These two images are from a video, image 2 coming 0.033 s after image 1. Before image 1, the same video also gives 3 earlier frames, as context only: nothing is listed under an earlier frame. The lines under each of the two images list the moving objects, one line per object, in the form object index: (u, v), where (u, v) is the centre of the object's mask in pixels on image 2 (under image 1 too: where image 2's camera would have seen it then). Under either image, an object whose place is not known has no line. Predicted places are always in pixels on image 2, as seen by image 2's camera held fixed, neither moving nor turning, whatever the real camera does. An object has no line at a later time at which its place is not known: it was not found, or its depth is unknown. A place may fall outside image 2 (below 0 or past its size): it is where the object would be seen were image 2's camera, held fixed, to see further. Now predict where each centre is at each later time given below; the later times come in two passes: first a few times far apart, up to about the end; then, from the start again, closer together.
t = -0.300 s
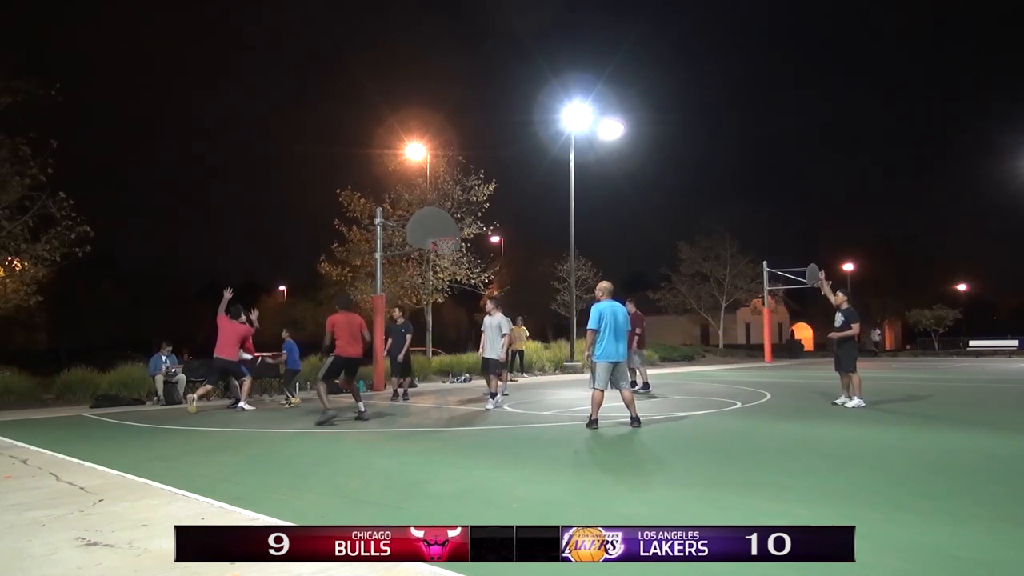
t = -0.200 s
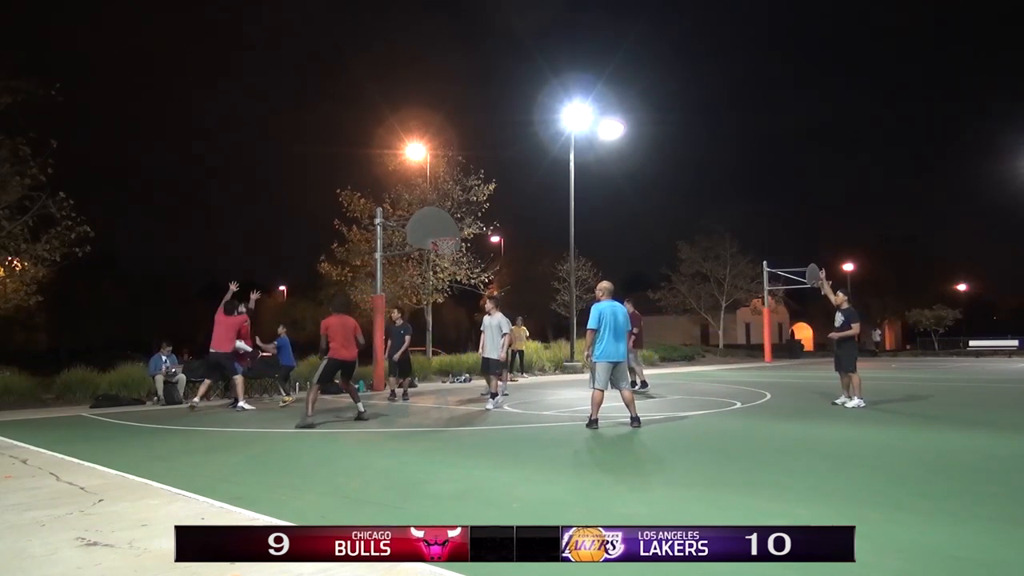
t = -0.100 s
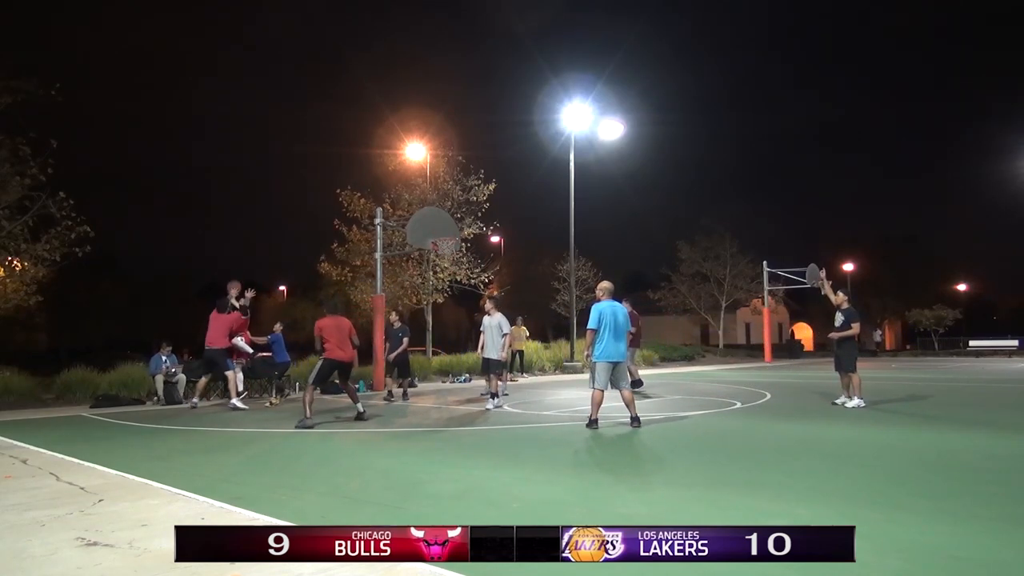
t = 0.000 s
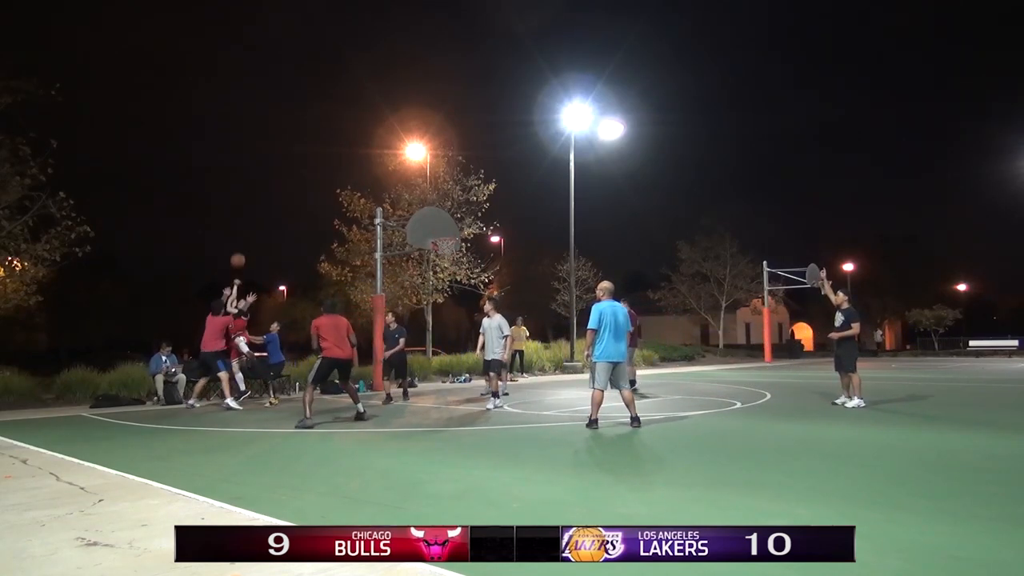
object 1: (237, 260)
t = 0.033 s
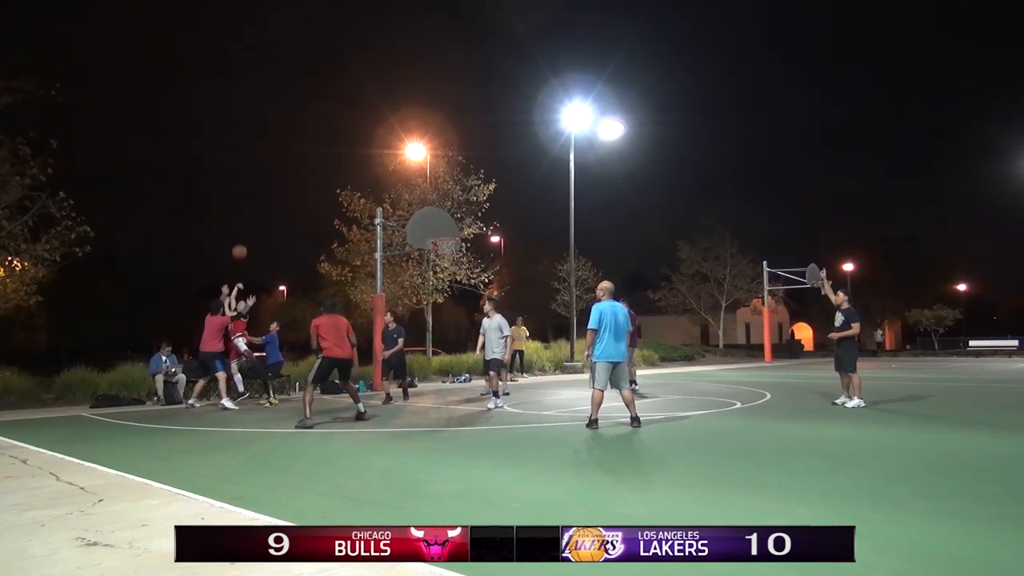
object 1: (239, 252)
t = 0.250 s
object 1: (251, 209)
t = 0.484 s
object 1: (264, 190)
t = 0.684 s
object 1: (278, 199)
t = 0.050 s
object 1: (240, 248)
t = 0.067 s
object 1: (241, 244)
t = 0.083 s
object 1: (242, 240)
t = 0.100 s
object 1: (243, 236)
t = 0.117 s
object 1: (243, 233)
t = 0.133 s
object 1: (244, 229)
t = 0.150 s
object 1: (245, 226)
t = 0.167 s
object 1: (246, 223)
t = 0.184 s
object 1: (247, 220)
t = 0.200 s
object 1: (248, 217)
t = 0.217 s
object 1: (248, 214)
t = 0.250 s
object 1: (251, 209)
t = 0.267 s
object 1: (252, 207)
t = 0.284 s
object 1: (252, 204)
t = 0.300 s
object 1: (253, 203)
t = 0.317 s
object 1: (254, 201)
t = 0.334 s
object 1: (255, 199)
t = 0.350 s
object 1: (256, 197)
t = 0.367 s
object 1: (257, 196)
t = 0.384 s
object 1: (258, 195)
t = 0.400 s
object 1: (259, 193)
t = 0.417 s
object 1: (260, 193)
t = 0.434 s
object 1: (261, 191)
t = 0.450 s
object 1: (262, 191)
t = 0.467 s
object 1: (263, 190)
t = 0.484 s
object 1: (264, 190)
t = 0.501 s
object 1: (265, 190)
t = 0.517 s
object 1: (266, 190)
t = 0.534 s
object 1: (267, 190)
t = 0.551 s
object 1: (268, 190)
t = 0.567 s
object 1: (270, 190)
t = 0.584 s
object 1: (271, 191)
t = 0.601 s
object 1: (272, 192)
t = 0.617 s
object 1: (273, 193)
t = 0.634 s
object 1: (274, 194)
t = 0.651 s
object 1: (275, 196)
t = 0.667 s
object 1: (276, 198)
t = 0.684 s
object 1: (278, 199)
